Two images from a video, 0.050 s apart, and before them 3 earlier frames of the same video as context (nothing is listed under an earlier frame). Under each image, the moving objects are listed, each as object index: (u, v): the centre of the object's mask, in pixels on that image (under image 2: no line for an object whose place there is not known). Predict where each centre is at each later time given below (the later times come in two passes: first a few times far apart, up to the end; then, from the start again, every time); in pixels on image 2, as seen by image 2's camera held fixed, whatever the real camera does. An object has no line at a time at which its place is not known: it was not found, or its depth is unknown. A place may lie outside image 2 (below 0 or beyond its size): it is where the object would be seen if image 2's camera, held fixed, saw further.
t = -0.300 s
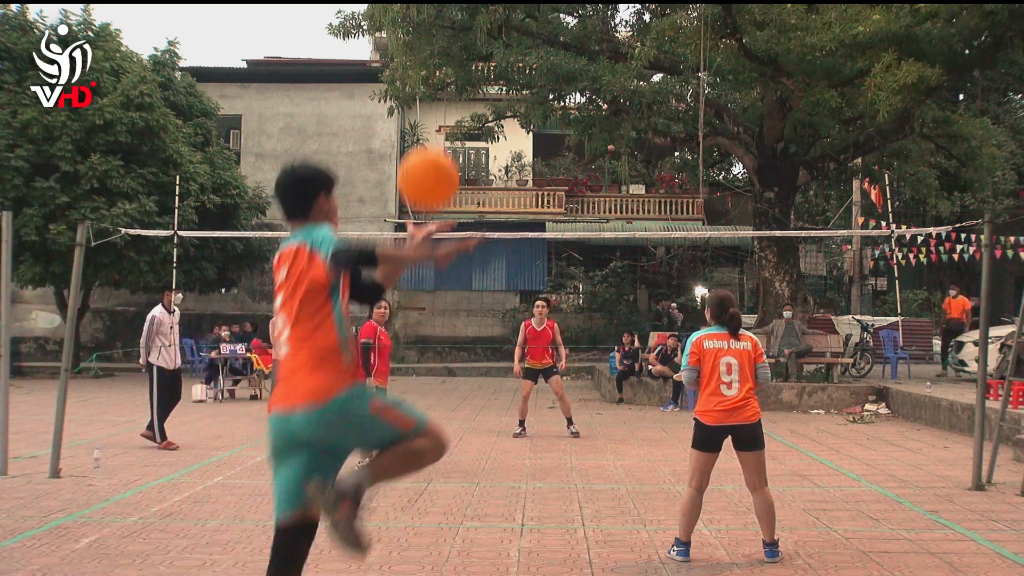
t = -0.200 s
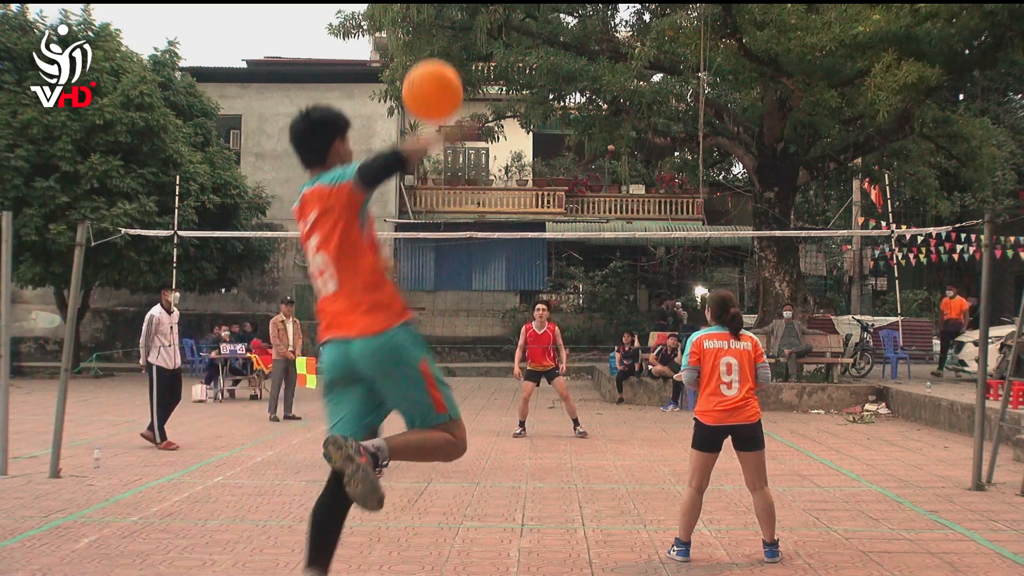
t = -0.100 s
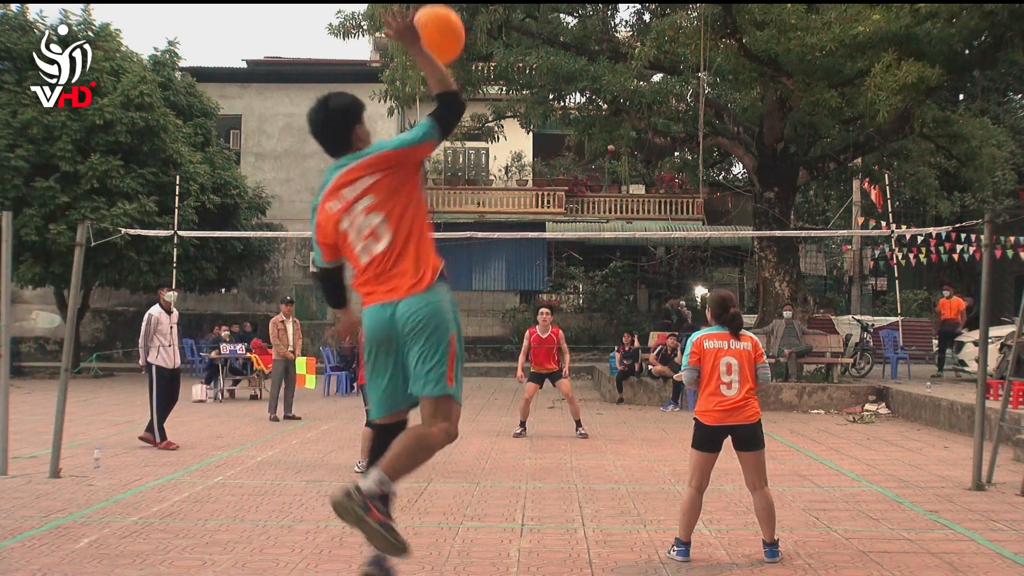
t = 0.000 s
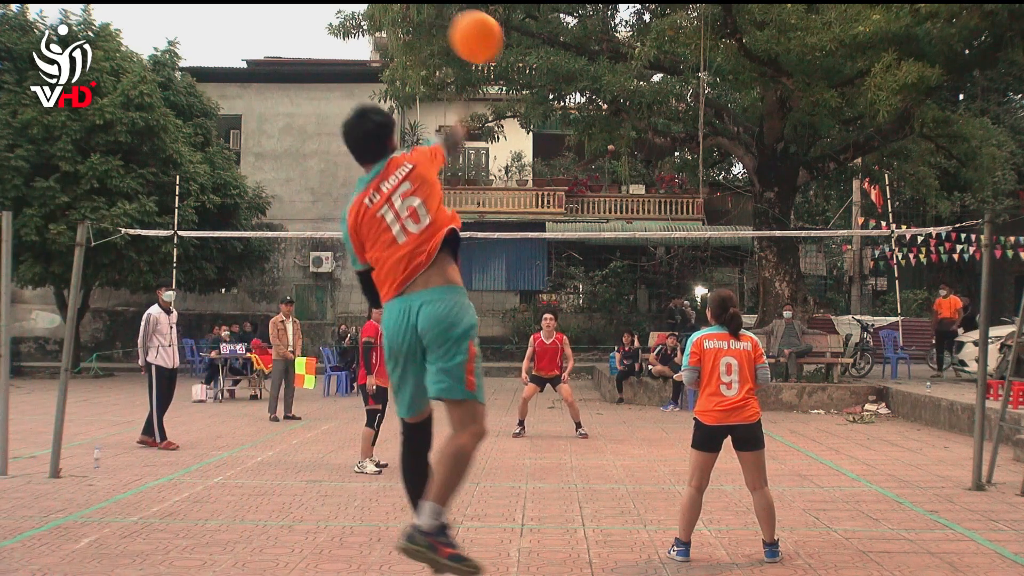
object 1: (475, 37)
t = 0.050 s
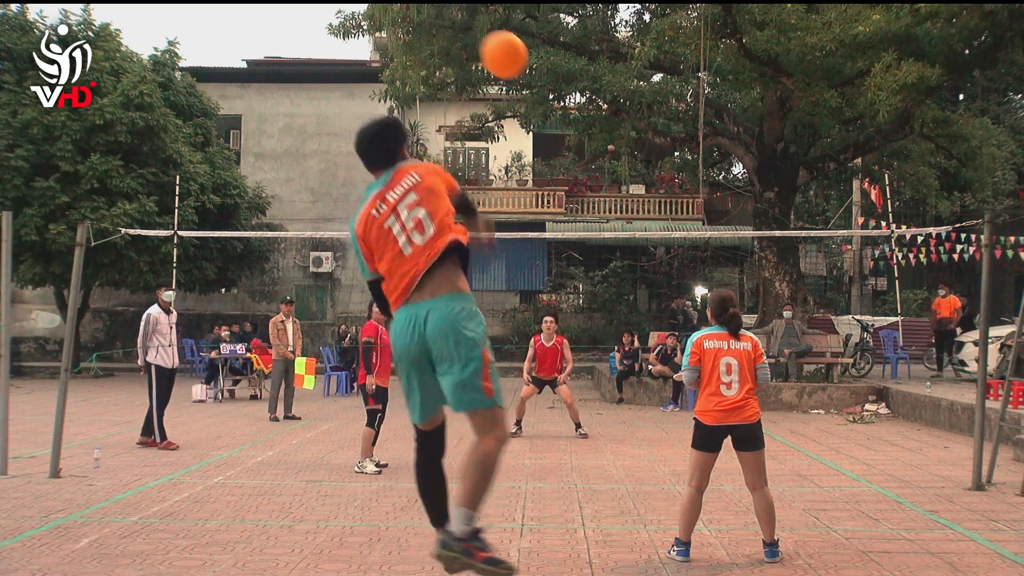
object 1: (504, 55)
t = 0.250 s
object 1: (560, 142)
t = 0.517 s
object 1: (576, 270)
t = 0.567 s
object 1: (576, 295)
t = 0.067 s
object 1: (511, 61)
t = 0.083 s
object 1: (518, 67)
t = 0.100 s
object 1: (525, 74)
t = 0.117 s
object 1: (531, 81)
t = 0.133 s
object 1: (535, 89)
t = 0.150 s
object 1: (540, 96)
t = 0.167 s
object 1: (544, 104)
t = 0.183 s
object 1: (548, 111)
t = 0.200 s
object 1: (552, 119)
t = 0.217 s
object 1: (554, 126)
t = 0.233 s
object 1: (557, 134)
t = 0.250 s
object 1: (560, 142)
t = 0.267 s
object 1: (562, 149)
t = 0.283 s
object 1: (564, 157)
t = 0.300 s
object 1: (566, 165)
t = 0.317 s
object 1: (568, 172)
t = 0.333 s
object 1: (570, 180)
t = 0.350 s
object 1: (571, 189)
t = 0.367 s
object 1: (572, 196)
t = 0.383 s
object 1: (573, 204)
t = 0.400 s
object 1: (574, 212)
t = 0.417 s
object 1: (574, 219)
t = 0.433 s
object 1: (574, 228)
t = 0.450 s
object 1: (575, 237)
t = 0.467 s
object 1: (575, 248)
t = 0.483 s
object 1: (575, 253)
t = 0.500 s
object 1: (575, 262)
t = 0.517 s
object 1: (576, 270)
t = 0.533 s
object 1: (576, 278)
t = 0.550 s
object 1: (576, 286)
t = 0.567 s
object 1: (576, 295)
